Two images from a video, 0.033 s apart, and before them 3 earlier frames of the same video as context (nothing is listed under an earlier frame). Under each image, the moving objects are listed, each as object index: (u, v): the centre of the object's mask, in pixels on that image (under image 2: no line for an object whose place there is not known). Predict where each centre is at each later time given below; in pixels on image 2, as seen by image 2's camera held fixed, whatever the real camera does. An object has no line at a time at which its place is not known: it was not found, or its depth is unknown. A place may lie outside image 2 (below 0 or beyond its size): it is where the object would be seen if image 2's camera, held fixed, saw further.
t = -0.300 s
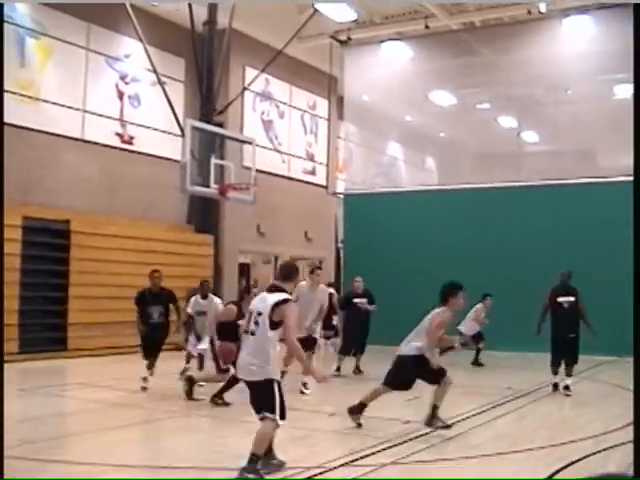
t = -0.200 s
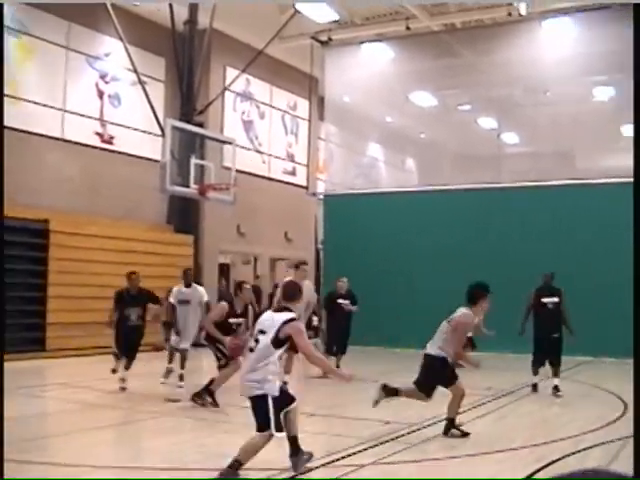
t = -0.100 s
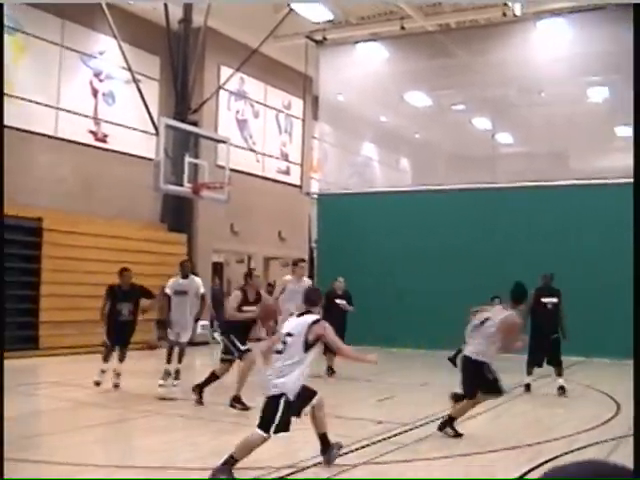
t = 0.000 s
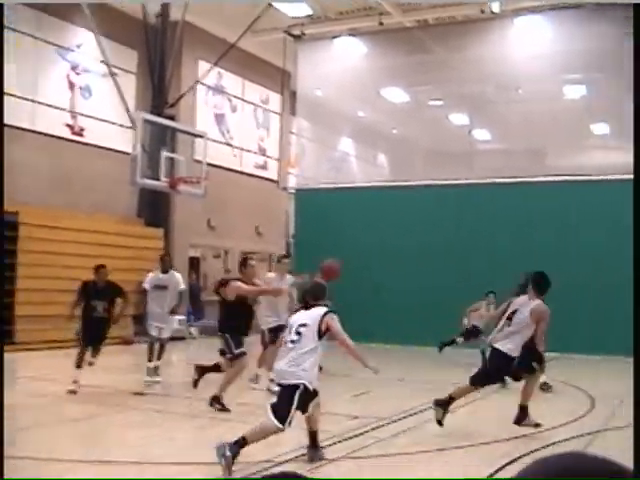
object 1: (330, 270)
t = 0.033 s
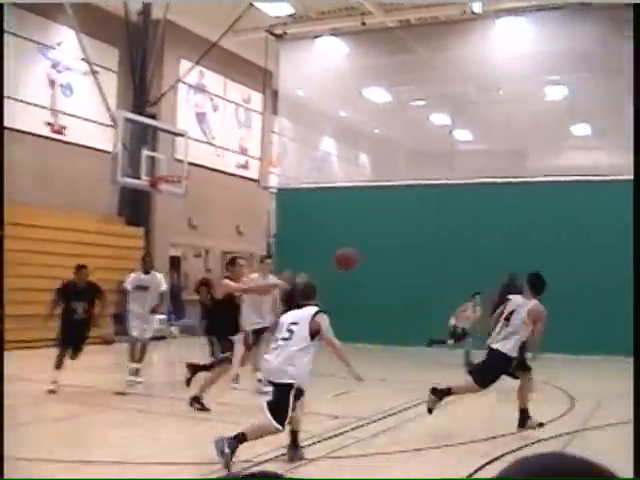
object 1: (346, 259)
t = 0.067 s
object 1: (376, 249)
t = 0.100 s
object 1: (409, 239)
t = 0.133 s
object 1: (443, 231)
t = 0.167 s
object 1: (470, 226)
